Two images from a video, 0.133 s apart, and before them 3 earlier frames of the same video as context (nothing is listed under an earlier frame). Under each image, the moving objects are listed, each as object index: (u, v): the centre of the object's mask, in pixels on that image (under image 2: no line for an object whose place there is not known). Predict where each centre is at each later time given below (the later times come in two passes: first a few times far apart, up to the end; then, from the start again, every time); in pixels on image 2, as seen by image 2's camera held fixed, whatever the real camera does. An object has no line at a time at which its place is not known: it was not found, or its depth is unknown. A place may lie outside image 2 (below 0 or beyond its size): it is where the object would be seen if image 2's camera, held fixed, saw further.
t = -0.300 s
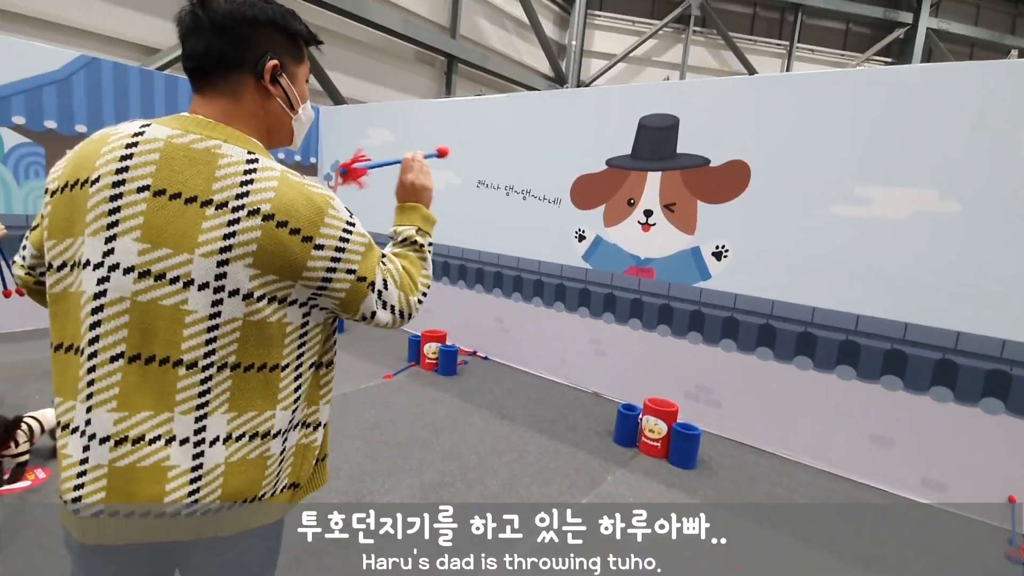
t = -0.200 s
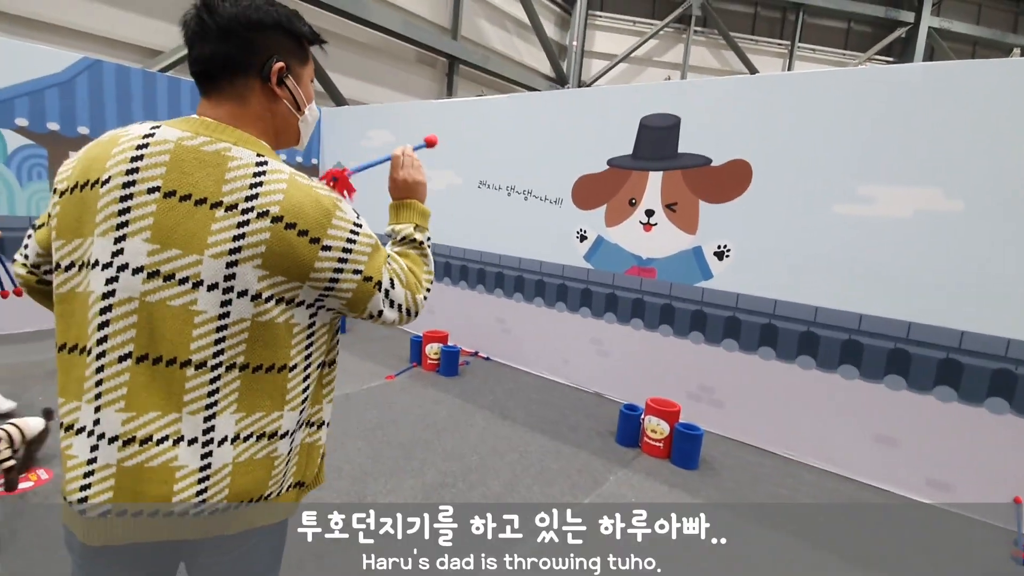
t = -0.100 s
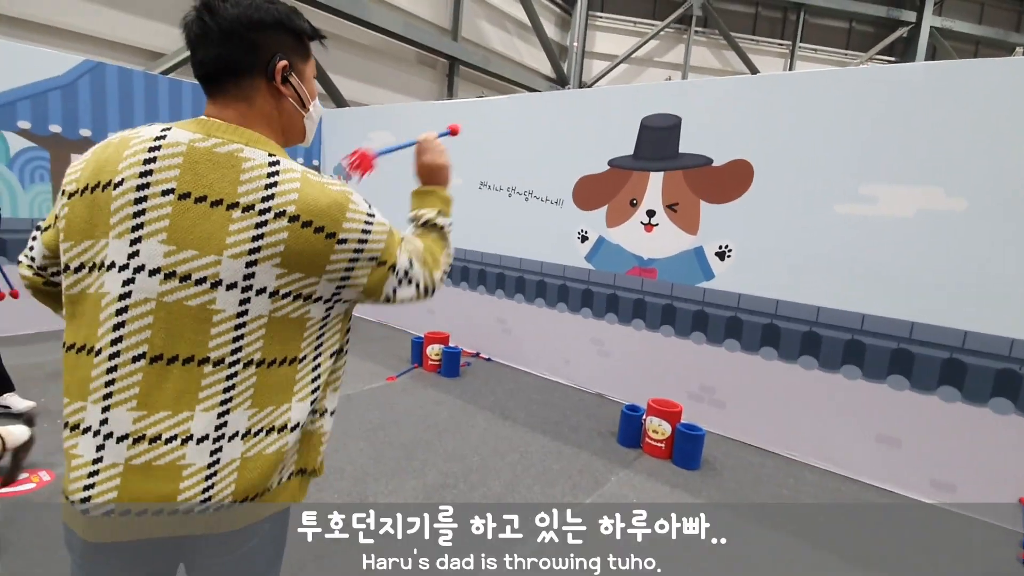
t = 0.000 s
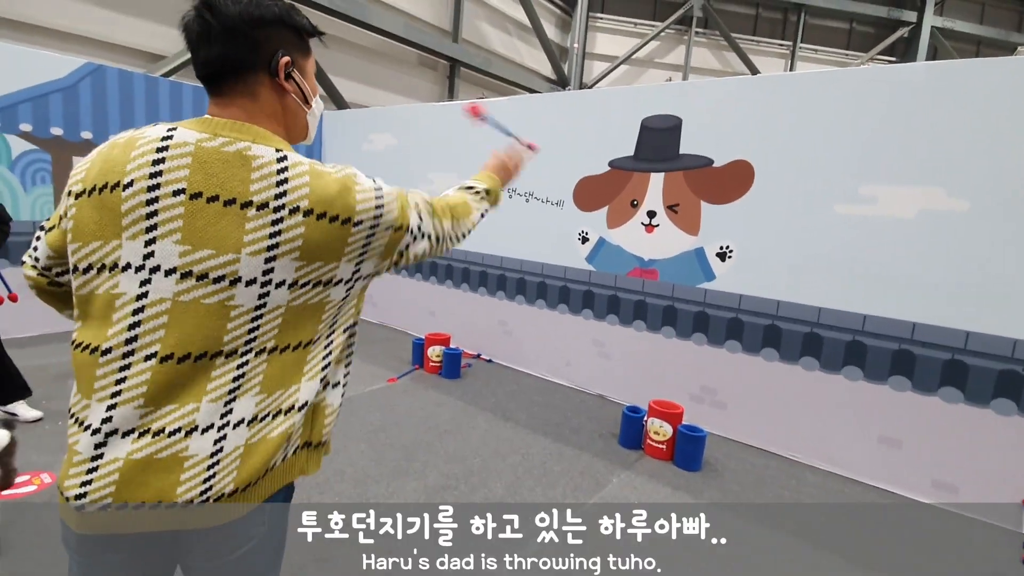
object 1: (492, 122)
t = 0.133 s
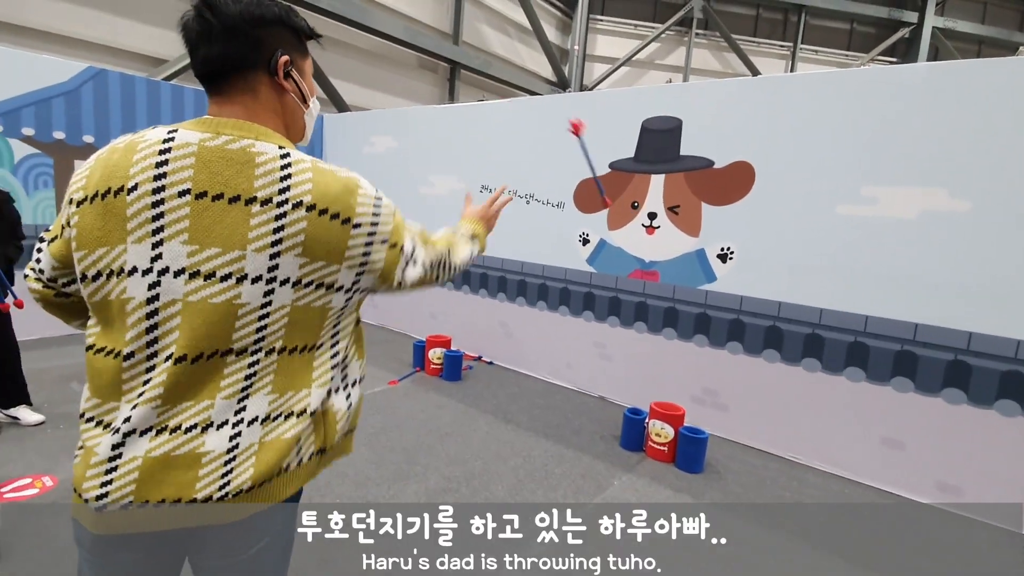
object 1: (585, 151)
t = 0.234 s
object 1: (626, 201)
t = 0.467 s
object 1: (672, 339)
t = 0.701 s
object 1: (670, 385)
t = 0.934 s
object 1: (651, 394)
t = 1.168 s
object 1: (627, 405)
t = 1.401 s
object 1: (625, 406)
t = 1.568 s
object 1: (625, 406)
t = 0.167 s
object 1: (601, 166)
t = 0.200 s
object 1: (615, 183)
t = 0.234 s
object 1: (626, 201)
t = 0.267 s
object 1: (636, 219)
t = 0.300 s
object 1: (644, 240)
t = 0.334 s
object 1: (652, 261)
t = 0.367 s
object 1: (658, 277)
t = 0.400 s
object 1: (665, 305)
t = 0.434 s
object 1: (669, 321)
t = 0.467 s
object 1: (672, 339)
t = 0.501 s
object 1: (677, 364)
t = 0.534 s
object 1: (678, 378)
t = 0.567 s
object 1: (678, 388)
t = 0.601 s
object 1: (678, 398)
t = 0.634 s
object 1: (677, 397)
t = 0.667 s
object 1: (675, 392)
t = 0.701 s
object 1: (670, 385)
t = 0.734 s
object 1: (666, 381)
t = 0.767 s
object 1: (663, 381)
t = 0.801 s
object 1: (662, 382)
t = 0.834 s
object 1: (659, 383)
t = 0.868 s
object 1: (657, 385)
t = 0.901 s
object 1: (653, 389)
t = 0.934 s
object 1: (651, 394)
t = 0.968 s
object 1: (653, 395)
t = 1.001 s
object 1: (649, 398)
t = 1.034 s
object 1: (645, 400)
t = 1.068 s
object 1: (634, 401)
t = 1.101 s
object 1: (633, 401)
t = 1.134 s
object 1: (629, 401)
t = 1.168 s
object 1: (627, 405)
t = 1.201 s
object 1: (627, 405)
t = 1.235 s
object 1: (626, 405)
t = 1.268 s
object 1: (626, 405)
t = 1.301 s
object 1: (626, 405)
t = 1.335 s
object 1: (626, 405)
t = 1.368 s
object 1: (626, 406)
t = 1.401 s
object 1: (625, 406)
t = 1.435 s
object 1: (625, 406)
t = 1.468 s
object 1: (625, 406)
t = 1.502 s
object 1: (626, 406)
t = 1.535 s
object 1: (626, 406)
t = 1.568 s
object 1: (625, 406)
